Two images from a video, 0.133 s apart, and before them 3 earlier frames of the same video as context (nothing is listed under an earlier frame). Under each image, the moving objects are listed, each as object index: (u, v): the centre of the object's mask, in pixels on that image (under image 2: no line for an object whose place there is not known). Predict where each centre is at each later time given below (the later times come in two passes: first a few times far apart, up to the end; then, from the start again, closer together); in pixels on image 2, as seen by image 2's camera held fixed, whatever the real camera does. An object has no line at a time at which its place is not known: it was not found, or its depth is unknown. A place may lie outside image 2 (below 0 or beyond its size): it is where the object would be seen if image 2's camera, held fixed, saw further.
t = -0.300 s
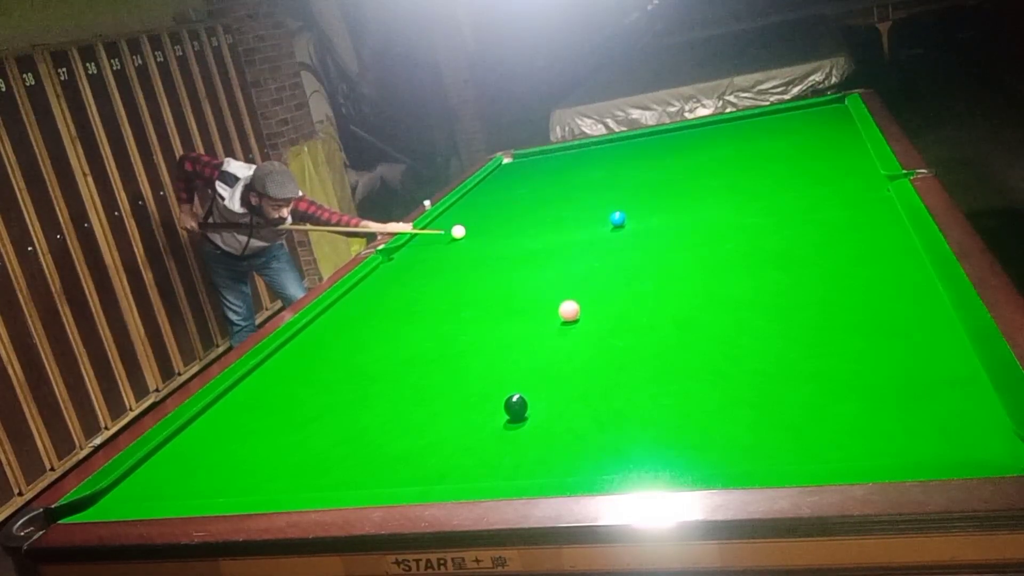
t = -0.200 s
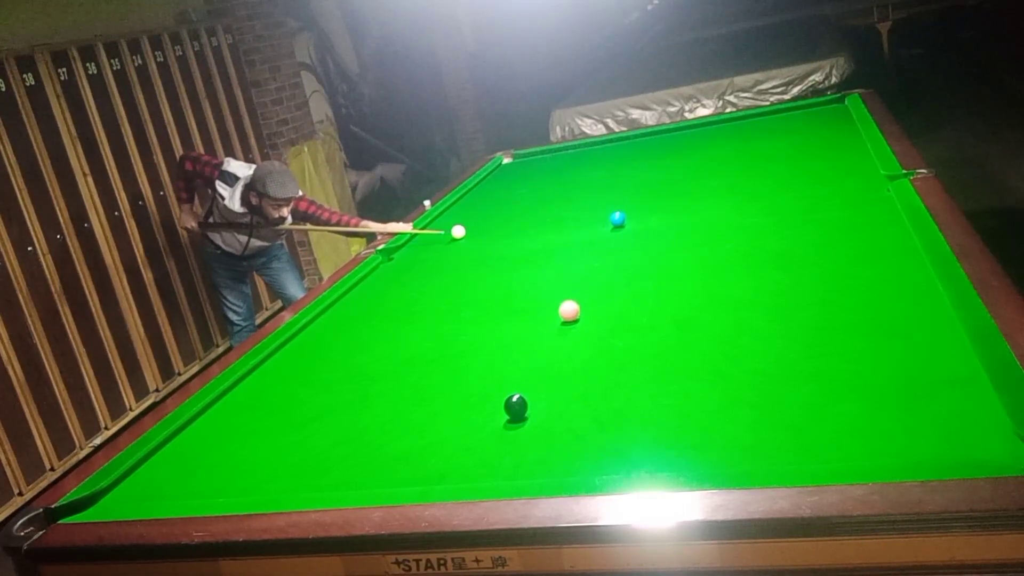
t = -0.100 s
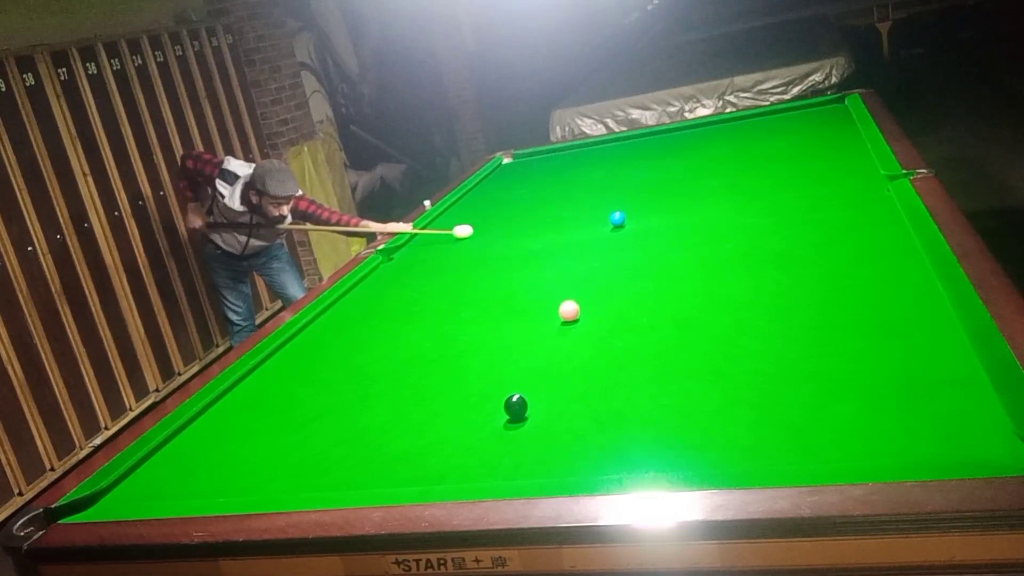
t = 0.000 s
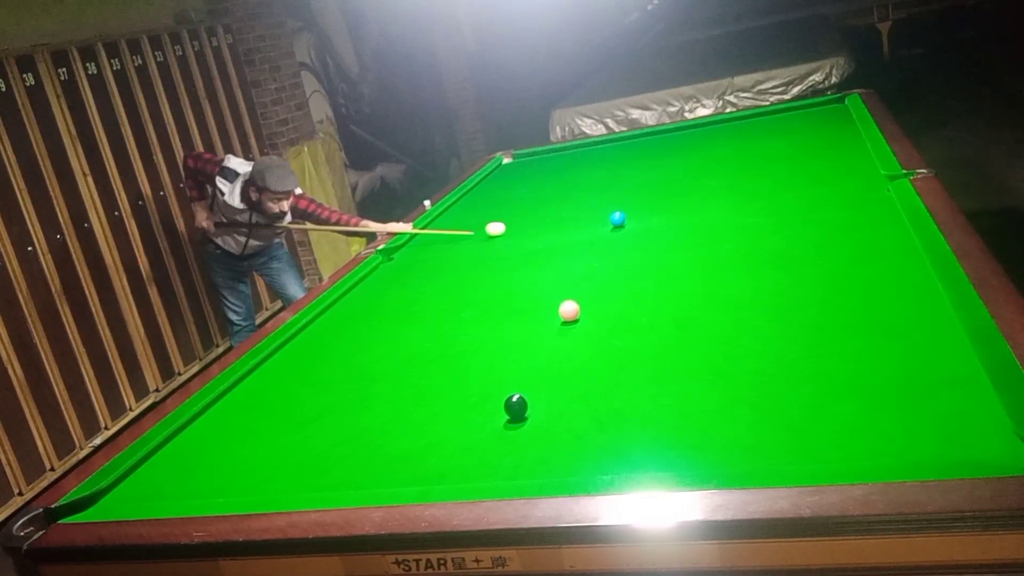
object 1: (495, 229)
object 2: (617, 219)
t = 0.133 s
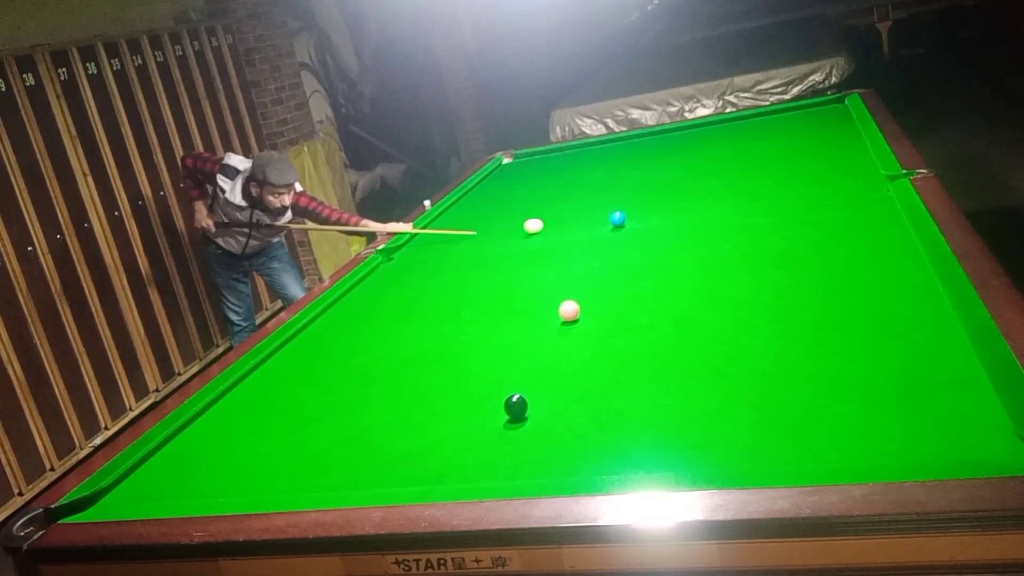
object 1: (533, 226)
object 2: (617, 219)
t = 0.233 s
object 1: (560, 224)
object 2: (617, 219)
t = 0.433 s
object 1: (604, 222)
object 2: (630, 217)
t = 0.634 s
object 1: (614, 224)
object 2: (673, 212)
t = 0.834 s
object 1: (626, 225)
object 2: (712, 206)
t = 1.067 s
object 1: (640, 227)
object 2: (759, 200)
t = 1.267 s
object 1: (651, 228)
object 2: (799, 195)
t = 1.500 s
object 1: (664, 229)
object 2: (845, 189)
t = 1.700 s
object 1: (674, 230)
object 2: (883, 183)
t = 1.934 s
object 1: (685, 232)
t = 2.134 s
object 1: (694, 233)
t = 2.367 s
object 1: (704, 234)
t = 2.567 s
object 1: (711, 235)
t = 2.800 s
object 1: (719, 235)
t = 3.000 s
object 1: (725, 236)
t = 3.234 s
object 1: (730, 236)
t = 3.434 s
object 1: (734, 236)
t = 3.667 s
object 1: (737, 236)
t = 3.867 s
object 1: (739, 236)
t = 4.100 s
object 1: (739, 236)
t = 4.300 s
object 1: (739, 236)
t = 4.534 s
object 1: (739, 237)
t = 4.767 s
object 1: (739, 236)
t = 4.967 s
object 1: (739, 236)
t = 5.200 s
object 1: (739, 236)
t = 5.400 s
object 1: (739, 236)
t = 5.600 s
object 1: (739, 237)
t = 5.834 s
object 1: (739, 237)
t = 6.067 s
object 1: (739, 237)
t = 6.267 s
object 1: (739, 237)
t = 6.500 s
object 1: (739, 237)
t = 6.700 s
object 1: (739, 237)
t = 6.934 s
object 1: (739, 237)
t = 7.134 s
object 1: (739, 237)
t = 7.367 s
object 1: (739, 237)
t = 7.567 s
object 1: (739, 237)
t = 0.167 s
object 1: (542, 226)
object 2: (617, 219)
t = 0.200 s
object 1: (551, 225)
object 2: (617, 219)
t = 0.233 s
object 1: (560, 224)
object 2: (617, 219)
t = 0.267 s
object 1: (570, 224)
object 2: (617, 219)
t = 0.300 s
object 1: (579, 223)
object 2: (617, 219)
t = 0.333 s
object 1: (588, 222)
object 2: (617, 219)
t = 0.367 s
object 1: (598, 221)
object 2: (618, 219)
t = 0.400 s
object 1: (603, 222)
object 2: (622, 218)
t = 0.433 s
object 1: (604, 222)
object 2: (630, 217)
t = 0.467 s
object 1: (604, 222)
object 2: (639, 216)
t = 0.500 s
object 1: (606, 223)
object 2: (646, 215)
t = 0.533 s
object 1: (608, 223)
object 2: (653, 214)
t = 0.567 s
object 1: (610, 223)
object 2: (660, 213)
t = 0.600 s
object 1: (612, 223)
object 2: (666, 213)
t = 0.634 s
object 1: (614, 224)
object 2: (673, 212)
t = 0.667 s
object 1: (616, 224)
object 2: (679, 211)
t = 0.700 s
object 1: (618, 224)
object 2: (686, 210)
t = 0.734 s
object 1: (620, 224)
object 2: (693, 209)
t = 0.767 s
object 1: (622, 225)
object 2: (699, 208)
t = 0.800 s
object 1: (624, 225)
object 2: (706, 207)
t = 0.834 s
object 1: (626, 225)
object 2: (712, 206)
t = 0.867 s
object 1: (628, 225)
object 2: (719, 205)
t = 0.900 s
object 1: (630, 225)
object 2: (726, 205)
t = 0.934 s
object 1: (632, 226)
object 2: (733, 204)
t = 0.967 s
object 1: (634, 226)
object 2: (739, 203)
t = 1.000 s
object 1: (636, 226)
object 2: (746, 202)
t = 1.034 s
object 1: (638, 226)
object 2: (752, 201)
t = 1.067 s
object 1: (640, 227)
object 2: (759, 200)
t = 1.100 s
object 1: (642, 227)
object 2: (766, 199)
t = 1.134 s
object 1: (644, 227)
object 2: (772, 198)
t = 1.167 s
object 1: (646, 227)
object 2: (779, 198)
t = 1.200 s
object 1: (648, 227)
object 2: (786, 196)
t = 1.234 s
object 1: (650, 228)
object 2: (792, 196)
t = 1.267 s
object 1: (651, 228)
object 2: (799, 195)
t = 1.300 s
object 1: (653, 228)
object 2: (805, 194)
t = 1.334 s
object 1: (655, 228)
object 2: (812, 193)
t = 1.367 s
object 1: (657, 228)
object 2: (818, 192)
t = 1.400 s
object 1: (659, 229)
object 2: (825, 191)
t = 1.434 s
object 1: (660, 229)
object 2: (831, 191)
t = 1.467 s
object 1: (662, 229)
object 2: (838, 190)
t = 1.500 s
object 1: (664, 229)
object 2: (845, 189)
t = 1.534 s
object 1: (666, 229)
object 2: (851, 188)
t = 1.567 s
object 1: (667, 230)
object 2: (858, 187)
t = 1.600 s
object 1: (669, 230)
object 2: (865, 186)
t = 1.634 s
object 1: (671, 230)
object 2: (871, 185)
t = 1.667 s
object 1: (672, 230)
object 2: (878, 185)
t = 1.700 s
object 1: (674, 230)
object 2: (883, 183)
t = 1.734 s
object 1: (676, 231)
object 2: (888, 182)
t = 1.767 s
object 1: (677, 231)
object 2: (891, 181)
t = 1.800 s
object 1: (679, 231)
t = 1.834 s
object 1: (681, 231)
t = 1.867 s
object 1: (682, 231)
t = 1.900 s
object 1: (684, 231)
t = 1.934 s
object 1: (685, 232)
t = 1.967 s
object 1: (687, 232)
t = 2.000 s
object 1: (688, 232)
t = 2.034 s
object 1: (690, 232)
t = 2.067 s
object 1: (691, 232)
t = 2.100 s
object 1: (693, 232)
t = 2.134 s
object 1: (694, 233)
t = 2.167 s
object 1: (696, 233)
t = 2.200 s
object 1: (697, 233)
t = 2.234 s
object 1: (699, 233)
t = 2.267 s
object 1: (700, 233)
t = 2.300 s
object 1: (701, 233)
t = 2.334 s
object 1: (703, 234)
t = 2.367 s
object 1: (704, 234)
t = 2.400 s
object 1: (705, 234)
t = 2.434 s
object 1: (707, 234)
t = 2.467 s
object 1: (708, 234)
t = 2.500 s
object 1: (709, 234)
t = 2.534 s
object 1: (710, 234)
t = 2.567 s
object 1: (711, 235)
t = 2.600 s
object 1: (713, 235)
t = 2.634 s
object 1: (714, 235)
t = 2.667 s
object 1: (715, 235)
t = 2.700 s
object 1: (716, 235)
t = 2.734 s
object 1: (717, 235)
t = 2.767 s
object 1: (718, 235)
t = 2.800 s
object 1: (719, 235)
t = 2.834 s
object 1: (720, 235)
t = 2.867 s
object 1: (721, 235)
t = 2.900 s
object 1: (722, 235)
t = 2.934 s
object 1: (723, 236)
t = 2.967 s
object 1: (724, 236)
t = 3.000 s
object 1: (725, 236)
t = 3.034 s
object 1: (726, 236)
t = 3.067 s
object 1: (727, 236)
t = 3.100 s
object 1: (728, 236)
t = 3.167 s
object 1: (729, 236)
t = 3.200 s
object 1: (729, 236)
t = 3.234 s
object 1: (730, 236)
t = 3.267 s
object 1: (731, 236)
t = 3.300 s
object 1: (732, 236)
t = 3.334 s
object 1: (732, 236)
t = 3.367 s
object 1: (733, 236)
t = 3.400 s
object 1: (733, 236)
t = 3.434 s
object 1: (734, 236)
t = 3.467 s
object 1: (735, 236)
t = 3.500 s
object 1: (735, 236)
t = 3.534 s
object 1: (736, 236)
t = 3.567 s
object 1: (736, 236)
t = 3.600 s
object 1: (737, 236)
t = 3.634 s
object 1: (737, 236)
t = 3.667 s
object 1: (737, 236)
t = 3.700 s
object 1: (738, 236)
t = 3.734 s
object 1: (738, 236)
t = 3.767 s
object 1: (738, 236)
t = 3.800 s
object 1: (739, 236)
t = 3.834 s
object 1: (739, 236)
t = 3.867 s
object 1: (739, 236)
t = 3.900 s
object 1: (739, 236)
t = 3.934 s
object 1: (739, 236)
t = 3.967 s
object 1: (739, 236)
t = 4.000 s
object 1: (739, 236)
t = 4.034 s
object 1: (739, 236)
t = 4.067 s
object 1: (739, 236)
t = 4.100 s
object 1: (739, 236)
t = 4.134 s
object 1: (739, 236)
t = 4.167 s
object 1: (739, 236)
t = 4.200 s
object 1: (739, 236)
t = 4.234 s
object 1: (739, 236)
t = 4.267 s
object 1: (739, 236)
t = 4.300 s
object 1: (739, 236)
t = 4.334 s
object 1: (739, 236)
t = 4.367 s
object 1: (739, 236)
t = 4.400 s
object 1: (739, 236)
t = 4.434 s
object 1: (739, 236)
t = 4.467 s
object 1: (739, 236)
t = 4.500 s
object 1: (739, 236)
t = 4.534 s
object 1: (739, 237)
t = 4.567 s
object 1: (739, 237)
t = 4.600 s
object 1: (739, 237)
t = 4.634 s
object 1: (739, 236)
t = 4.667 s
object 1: (739, 236)
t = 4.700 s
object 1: (739, 236)
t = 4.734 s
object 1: (739, 236)
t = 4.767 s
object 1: (739, 236)
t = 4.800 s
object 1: (739, 236)
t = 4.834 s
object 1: (739, 236)
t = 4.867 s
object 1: (739, 236)
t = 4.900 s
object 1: (739, 236)
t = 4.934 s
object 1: (739, 236)
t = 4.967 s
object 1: (739, 236)
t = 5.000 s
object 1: (739, 236)
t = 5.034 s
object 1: (739, 236)
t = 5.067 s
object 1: (739, 236)
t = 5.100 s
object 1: (739, 236)
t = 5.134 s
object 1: (739, 236)
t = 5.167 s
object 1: (739, 236)
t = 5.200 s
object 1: (739, 236)
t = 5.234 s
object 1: (739, 236)
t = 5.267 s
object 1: (739, 236)
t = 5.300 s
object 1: (739, 236)
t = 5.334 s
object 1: (739, 236)
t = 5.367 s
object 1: (739, 236)
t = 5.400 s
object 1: (739, 236)
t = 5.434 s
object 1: (739, 236)
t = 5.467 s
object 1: (739, 236)
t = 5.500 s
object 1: (739, 236)
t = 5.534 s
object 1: (739, 237)
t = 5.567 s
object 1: (739, 237)
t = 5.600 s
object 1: (739, 237)
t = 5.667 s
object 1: (739, 237)
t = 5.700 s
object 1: (739, 237)
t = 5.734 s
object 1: (739, 237)
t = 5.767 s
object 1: (739, 237)
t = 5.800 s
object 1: (739, 237)
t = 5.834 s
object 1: (739, 237)
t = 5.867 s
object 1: (739, 237)
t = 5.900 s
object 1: (739, 237)
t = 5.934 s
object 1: (739, 237)
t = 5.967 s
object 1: (739, 237)
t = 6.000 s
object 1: (739, 237)
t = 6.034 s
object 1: (739, 237)
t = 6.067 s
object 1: (739, 237)
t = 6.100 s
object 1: (739, 237)
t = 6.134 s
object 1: (739, 237)
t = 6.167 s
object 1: (739, 237)
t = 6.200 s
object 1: (739, 237)
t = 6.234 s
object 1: (739, 237)
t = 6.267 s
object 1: (739, 237)
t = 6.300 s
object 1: (739, 237)
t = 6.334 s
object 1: (739, 237)
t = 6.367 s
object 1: (739, 237)
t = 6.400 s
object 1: (739, 237)
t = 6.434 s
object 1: (739, 237)
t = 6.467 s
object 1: (739, 237)
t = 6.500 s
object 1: (739, 237)
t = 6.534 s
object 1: (739, 237)
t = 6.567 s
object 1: (739, 237)
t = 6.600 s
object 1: (739, 237)
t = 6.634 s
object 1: (739, 237)
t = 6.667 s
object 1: (739, 237)
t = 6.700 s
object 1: (739, 237)
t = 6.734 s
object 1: (739, 237)
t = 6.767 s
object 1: (739, 237)
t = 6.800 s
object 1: (739, 237)
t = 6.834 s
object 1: (739, 237)
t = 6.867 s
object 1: (739, 237)
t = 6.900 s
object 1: (739, 237)
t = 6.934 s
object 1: (739, 237)
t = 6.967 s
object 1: (739, 237)
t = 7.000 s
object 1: (739, 237)
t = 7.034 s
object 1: (739, 237)
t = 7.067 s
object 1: (739, 237)
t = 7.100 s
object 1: (739, 237)
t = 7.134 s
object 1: (739, 237)
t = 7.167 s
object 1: (739, 237)
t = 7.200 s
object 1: (739, 237)
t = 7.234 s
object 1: (739, 237)
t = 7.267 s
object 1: (739, 237)
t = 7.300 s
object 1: (739, 237)
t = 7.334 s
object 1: (739, 237)
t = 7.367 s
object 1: (739, 237)
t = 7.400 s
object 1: (739, 237)
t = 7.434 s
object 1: (739, 237)
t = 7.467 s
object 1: (739, 237)
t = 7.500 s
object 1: (739, 237)
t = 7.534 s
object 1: (739, 237)
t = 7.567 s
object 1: (739, 237)
